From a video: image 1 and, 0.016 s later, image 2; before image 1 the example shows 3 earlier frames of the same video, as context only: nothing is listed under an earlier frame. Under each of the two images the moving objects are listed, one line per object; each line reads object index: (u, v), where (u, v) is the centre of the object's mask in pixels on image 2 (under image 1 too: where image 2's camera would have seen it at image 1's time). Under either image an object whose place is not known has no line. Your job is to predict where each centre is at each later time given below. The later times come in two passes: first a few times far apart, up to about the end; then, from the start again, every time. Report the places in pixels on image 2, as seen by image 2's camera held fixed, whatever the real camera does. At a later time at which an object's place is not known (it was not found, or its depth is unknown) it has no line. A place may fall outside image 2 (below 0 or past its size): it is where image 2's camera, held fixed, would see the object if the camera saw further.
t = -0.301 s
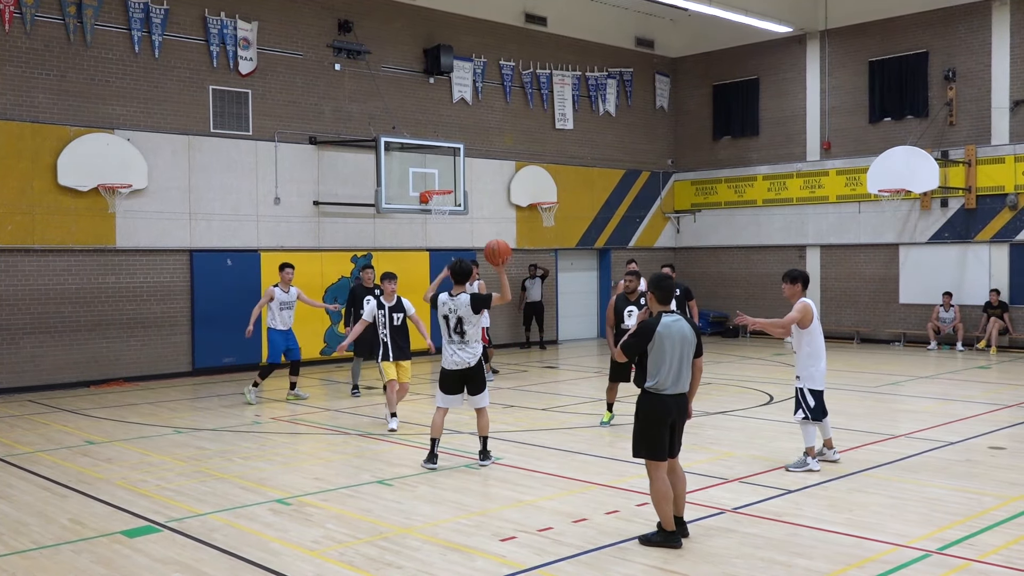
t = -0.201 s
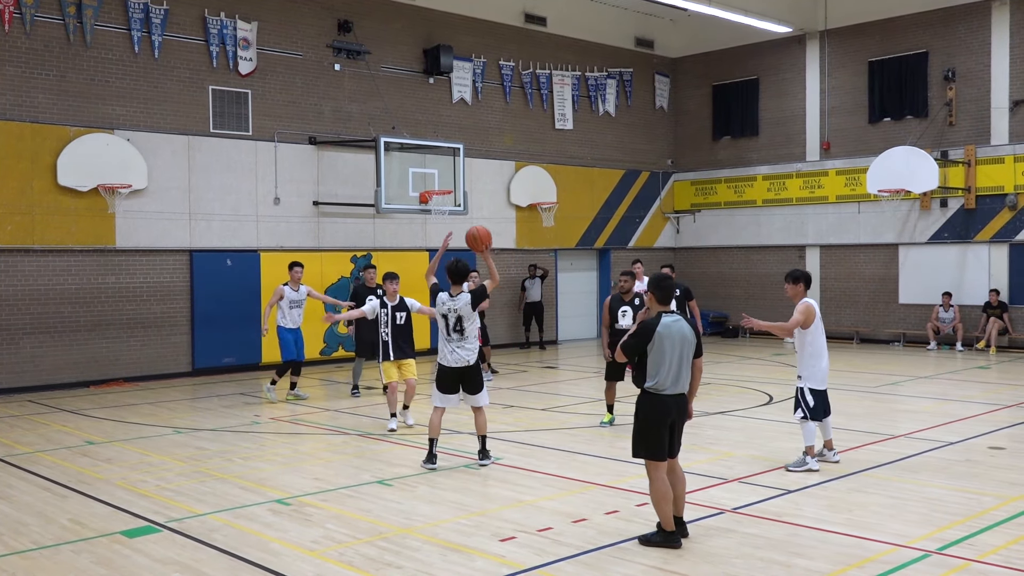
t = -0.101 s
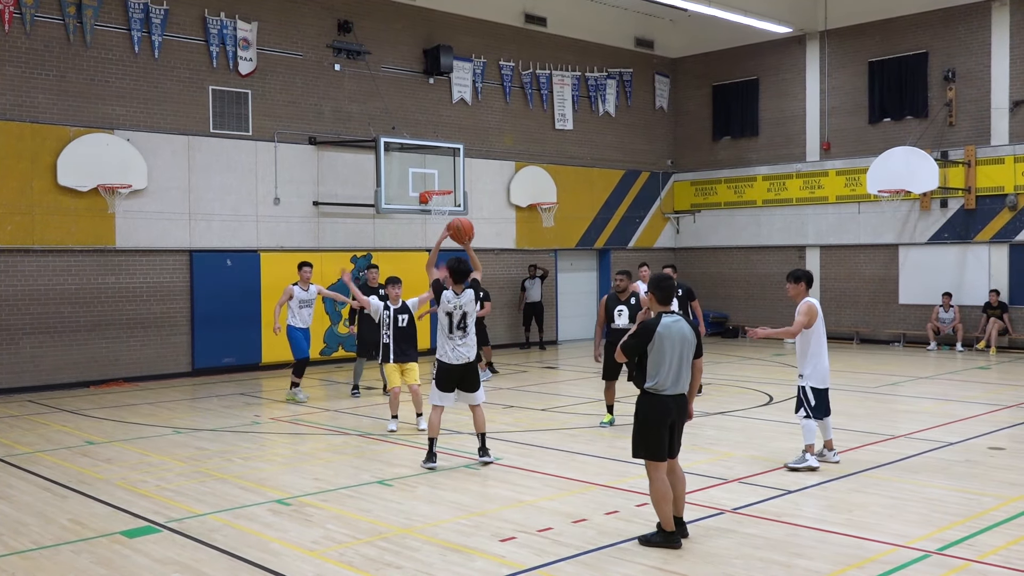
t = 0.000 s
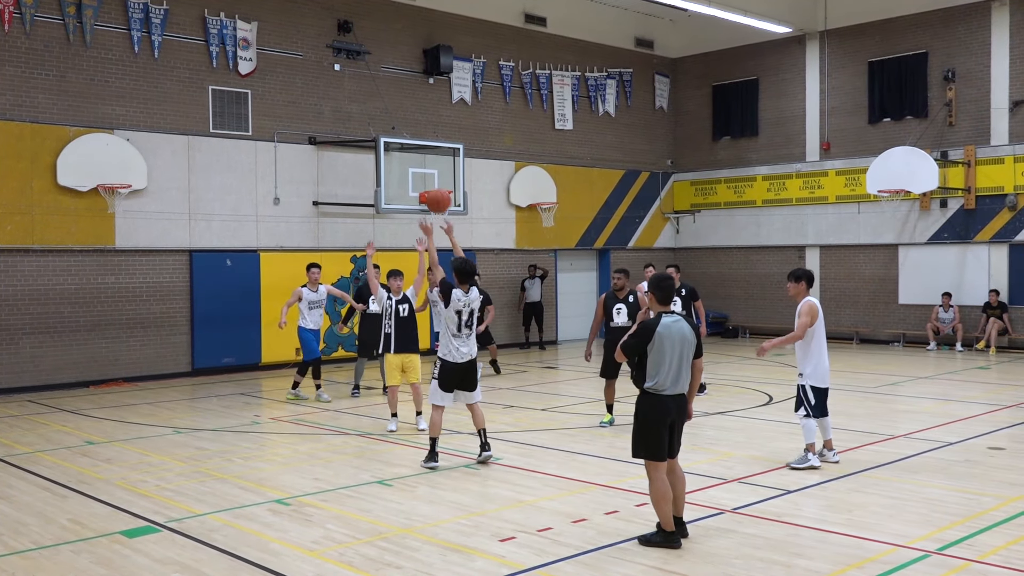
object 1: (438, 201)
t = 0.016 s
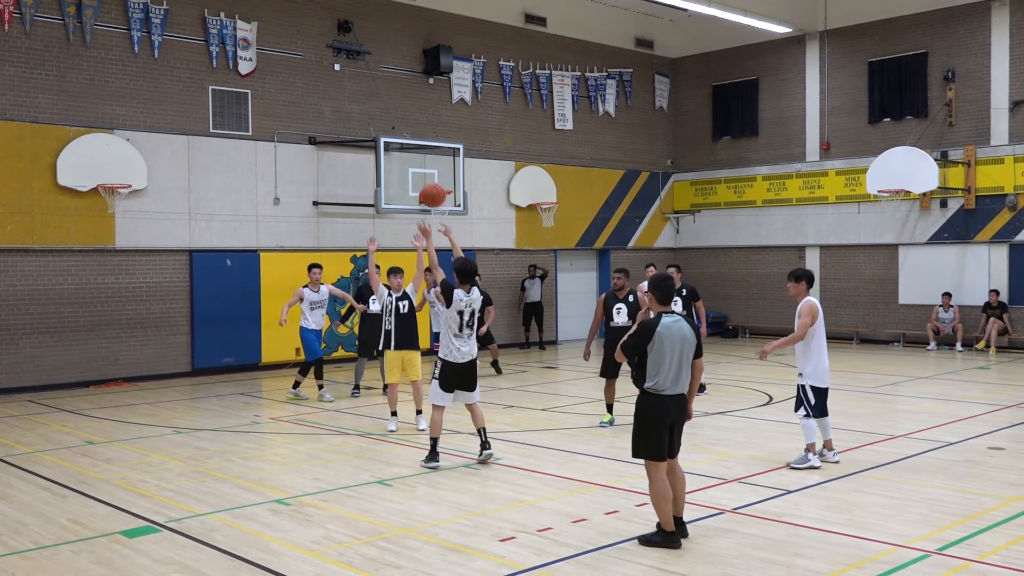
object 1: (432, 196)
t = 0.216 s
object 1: (377, 152)
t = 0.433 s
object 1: (326, 153)
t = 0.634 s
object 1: (286, 188)
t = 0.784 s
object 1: (260, 232)
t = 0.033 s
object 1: (428, 191)
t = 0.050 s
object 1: (423, 184)
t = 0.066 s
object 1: (418, 180)
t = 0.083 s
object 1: (413, 176)
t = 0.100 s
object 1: (408, 172)
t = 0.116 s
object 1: (404, 168)
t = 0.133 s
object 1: (399, 165)
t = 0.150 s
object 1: (395, 161)
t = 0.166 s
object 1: (390, 158)
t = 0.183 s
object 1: (386, 156)
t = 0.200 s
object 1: (381, 154)
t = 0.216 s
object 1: (377, 152)
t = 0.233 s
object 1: (372, 151)
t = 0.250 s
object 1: (368, 149)
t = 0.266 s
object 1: (364, 148)
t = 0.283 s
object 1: (360, 148)
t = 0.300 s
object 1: (356, 147)
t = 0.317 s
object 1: (352, 147)
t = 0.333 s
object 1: (349, 148)
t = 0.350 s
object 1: (345, 148)
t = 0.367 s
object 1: (341, 148)
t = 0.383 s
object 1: (337, 149)
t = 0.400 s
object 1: (333, 150)
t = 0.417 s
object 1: (330, 152)
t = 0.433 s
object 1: (326, 153)
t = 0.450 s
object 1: (322, 155)
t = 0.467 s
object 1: (319, 157)
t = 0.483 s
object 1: (315, 159)
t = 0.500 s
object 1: (312, 161)
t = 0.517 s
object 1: (308, 164)
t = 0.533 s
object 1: (305, 167)
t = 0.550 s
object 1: (302, 170)
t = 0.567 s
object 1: (298, 173)
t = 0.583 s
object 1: (295, 177)
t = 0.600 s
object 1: (292, 180)
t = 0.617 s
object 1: (289, 184)
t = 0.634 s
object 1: (286, 188)
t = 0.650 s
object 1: (283, 192)
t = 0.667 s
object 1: (280, 197)
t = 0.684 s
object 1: (277, 201)
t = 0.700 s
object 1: (274, 206)
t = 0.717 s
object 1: (271, 211)
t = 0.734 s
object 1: (268, 216)
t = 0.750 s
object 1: (265, 221)
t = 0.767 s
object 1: (262, 227)
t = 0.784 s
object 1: (260, 232)
